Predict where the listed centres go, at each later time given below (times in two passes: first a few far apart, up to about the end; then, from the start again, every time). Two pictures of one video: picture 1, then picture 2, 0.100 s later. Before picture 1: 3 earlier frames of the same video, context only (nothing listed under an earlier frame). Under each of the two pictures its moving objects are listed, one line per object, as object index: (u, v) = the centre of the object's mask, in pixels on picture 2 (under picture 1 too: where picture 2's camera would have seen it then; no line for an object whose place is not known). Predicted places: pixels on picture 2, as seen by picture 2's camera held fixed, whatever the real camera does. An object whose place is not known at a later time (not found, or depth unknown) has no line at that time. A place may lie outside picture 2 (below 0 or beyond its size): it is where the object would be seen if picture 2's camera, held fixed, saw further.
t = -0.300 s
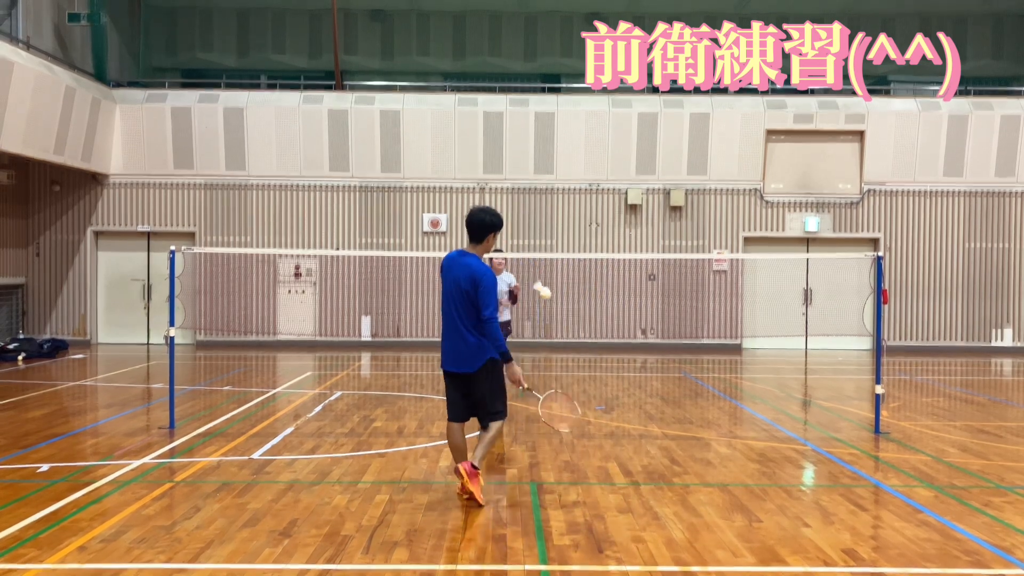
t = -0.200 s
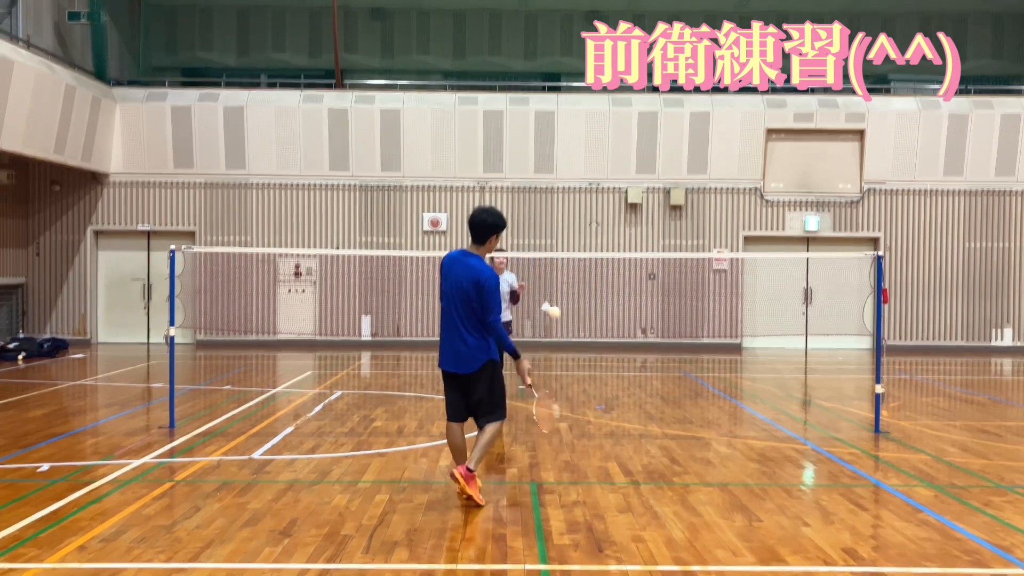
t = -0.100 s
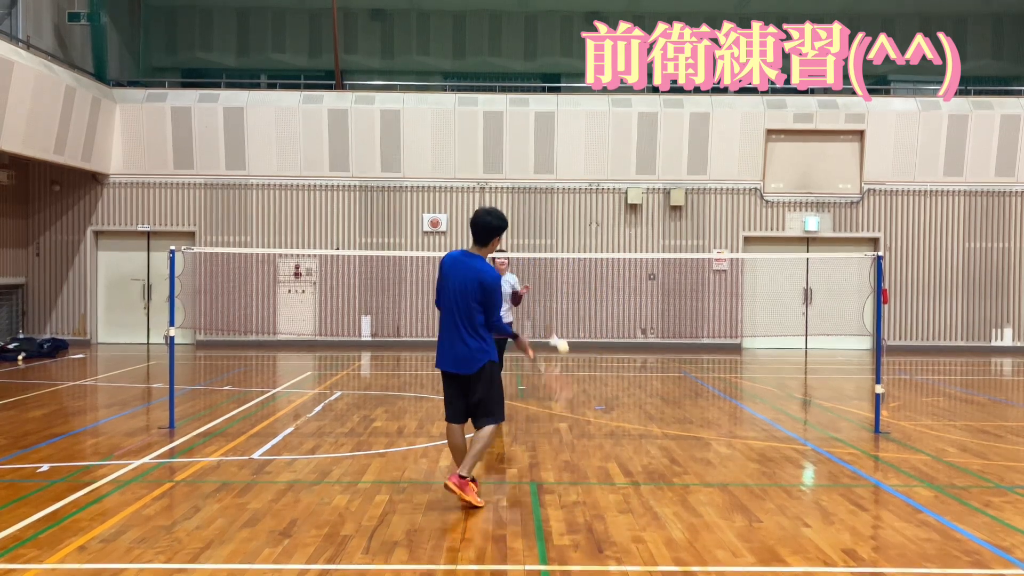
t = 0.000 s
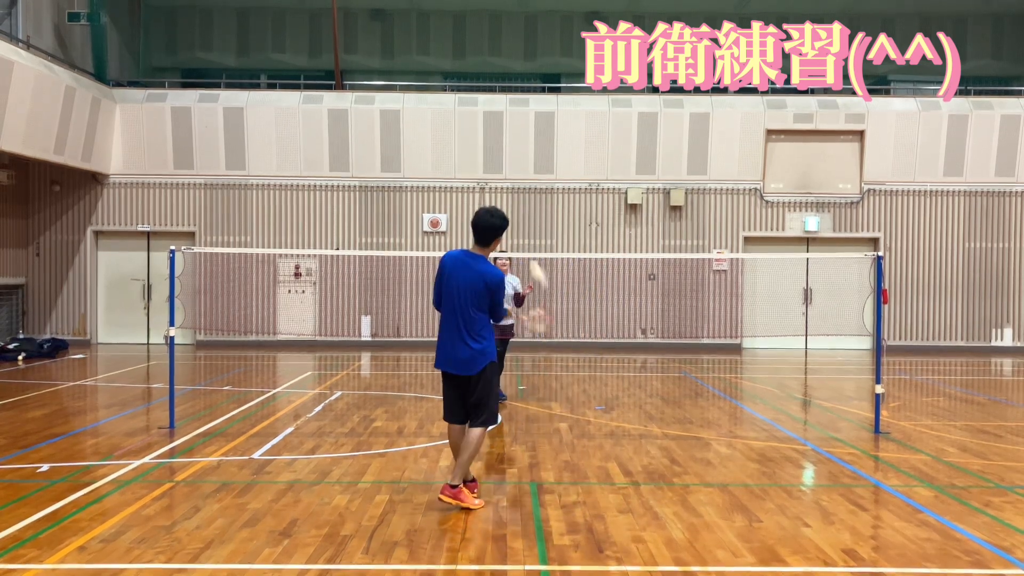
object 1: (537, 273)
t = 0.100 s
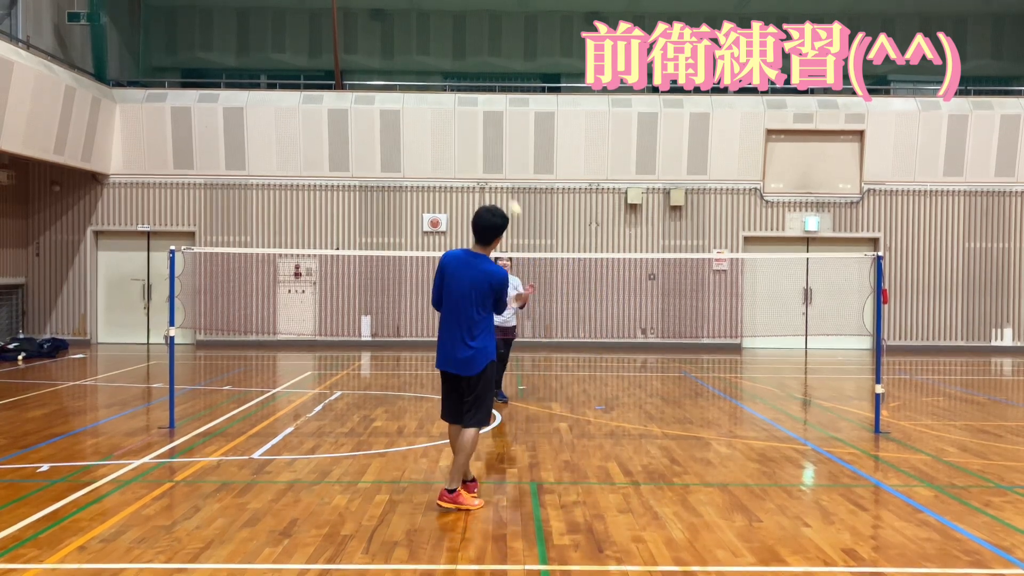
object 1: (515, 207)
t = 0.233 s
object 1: (491, 154)
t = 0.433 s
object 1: (467, 131)
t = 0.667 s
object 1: (449, 165)
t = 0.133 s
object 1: (508, 189)
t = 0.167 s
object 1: (501, 173)
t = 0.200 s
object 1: (496, 163)
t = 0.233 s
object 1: (491, 154)
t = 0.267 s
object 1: (486, 145)
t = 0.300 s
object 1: (481, 139)
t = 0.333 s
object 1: (477, 134)
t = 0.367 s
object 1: (473, 132)
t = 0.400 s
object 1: (470, 131)
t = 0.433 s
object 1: (467, 131)
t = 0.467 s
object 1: (465, 134)
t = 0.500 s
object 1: (462, 136)
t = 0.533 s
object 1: (459, 141)
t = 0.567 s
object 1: (457, 145)
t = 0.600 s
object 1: (454, 152)
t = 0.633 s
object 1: (452, 157)
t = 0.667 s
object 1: (449, 165)
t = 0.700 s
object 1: (447, 174)
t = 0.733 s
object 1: (444, 182)
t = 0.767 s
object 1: (441, 192)
